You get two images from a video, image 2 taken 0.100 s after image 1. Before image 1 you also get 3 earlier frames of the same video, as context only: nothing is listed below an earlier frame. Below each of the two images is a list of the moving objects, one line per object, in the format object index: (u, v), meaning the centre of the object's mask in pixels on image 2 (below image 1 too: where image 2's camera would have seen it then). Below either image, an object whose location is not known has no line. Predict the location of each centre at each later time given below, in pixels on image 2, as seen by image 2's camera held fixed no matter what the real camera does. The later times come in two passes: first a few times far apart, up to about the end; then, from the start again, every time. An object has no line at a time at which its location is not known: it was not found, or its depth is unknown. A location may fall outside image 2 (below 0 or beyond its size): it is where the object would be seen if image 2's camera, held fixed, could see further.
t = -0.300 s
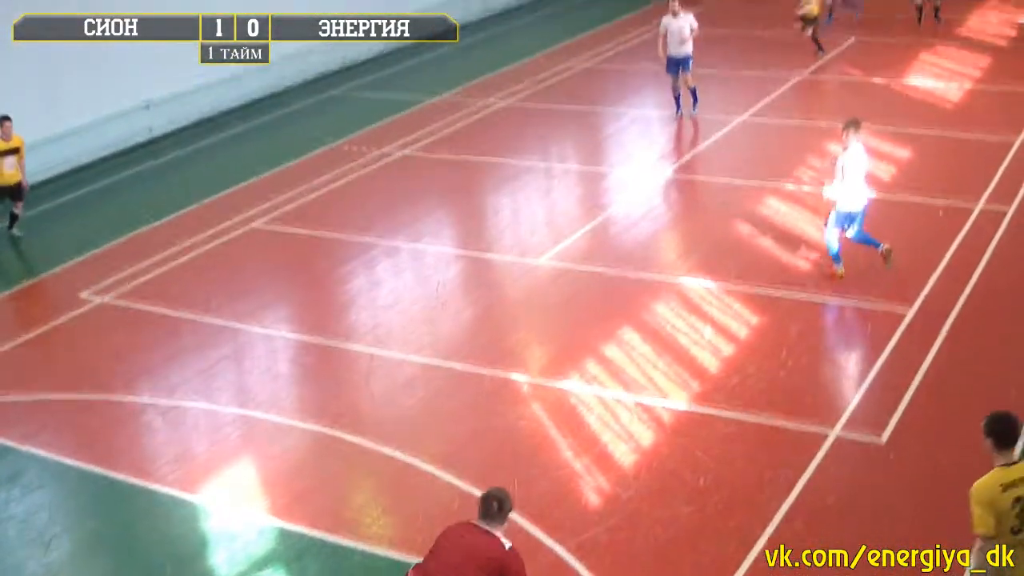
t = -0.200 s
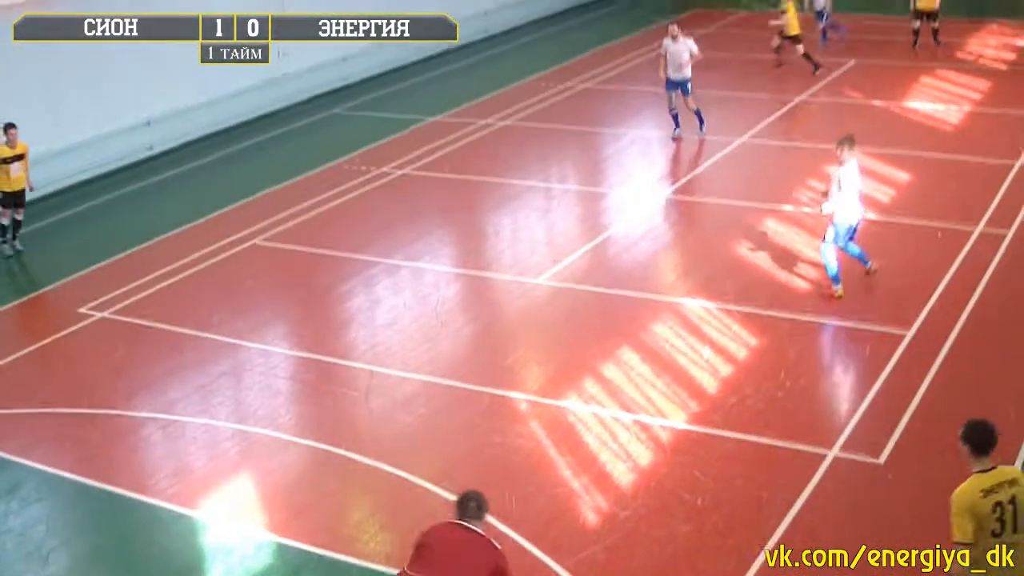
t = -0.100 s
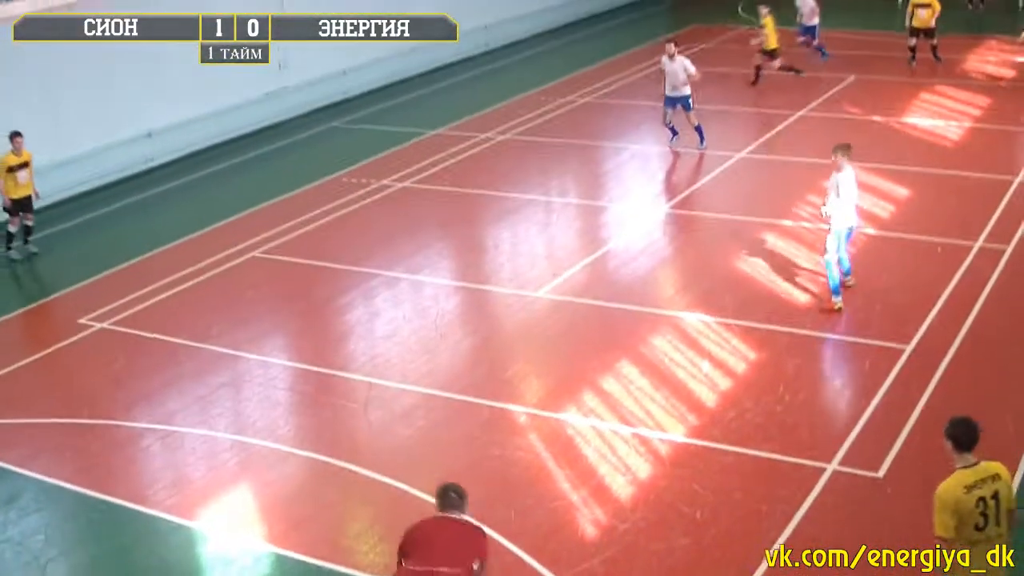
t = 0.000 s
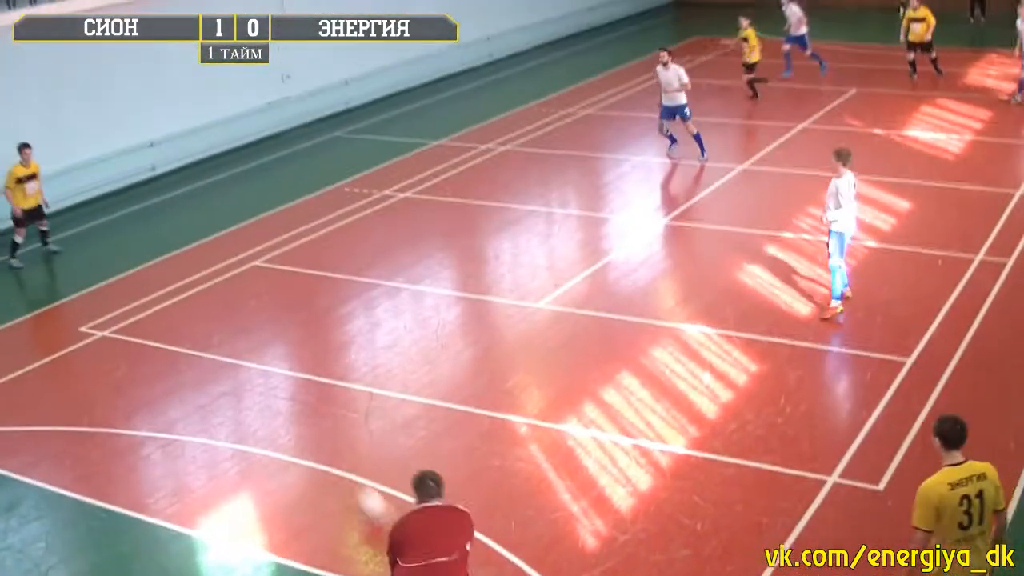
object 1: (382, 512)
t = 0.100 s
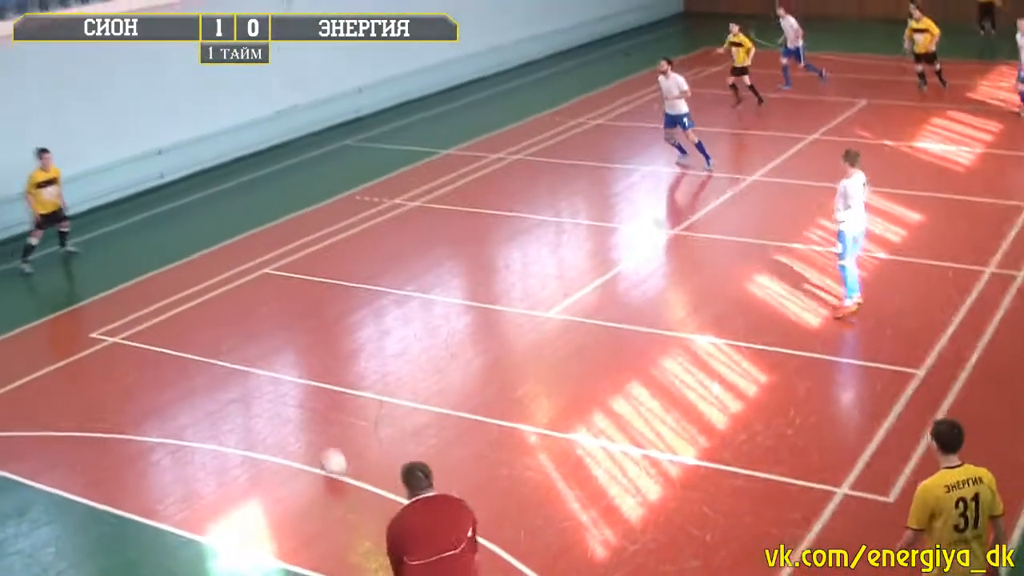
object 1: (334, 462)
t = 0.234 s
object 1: (288, 411)
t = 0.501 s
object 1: (222, 334)
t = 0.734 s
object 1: (182, 288)
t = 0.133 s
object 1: (323, 449)
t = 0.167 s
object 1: (309, 433)
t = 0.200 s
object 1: (297, 420)
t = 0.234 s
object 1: (288, 411)
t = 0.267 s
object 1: (276, 398)
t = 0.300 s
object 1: (267, 388)
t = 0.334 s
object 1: (259, 377)
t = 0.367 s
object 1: (250, 368)
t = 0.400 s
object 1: (243, 357)
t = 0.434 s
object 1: (236, 349)
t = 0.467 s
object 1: (229, 342)
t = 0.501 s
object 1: (222, 334)
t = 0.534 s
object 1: (216, 327)
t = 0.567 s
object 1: (210, 320)
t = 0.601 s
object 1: (203, 314)
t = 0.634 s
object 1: (199, 308)
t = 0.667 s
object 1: (193, 301)
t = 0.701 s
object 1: (186, 294)
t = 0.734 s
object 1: (182, 288)
